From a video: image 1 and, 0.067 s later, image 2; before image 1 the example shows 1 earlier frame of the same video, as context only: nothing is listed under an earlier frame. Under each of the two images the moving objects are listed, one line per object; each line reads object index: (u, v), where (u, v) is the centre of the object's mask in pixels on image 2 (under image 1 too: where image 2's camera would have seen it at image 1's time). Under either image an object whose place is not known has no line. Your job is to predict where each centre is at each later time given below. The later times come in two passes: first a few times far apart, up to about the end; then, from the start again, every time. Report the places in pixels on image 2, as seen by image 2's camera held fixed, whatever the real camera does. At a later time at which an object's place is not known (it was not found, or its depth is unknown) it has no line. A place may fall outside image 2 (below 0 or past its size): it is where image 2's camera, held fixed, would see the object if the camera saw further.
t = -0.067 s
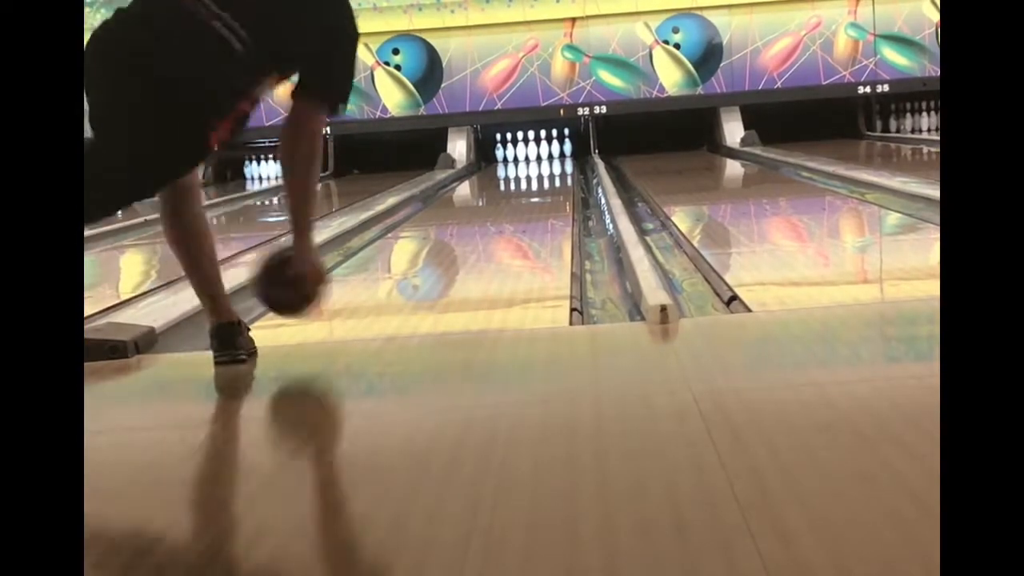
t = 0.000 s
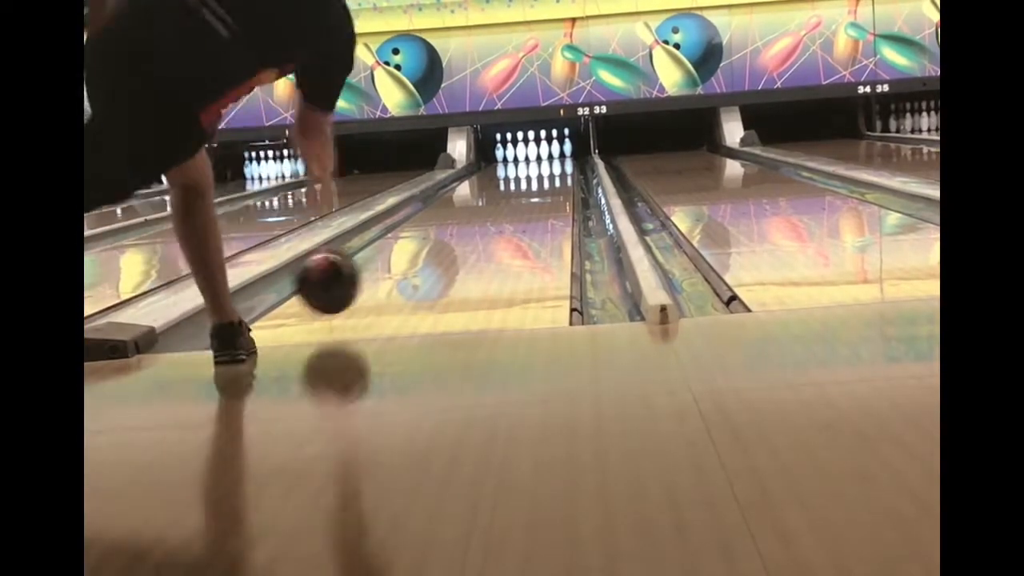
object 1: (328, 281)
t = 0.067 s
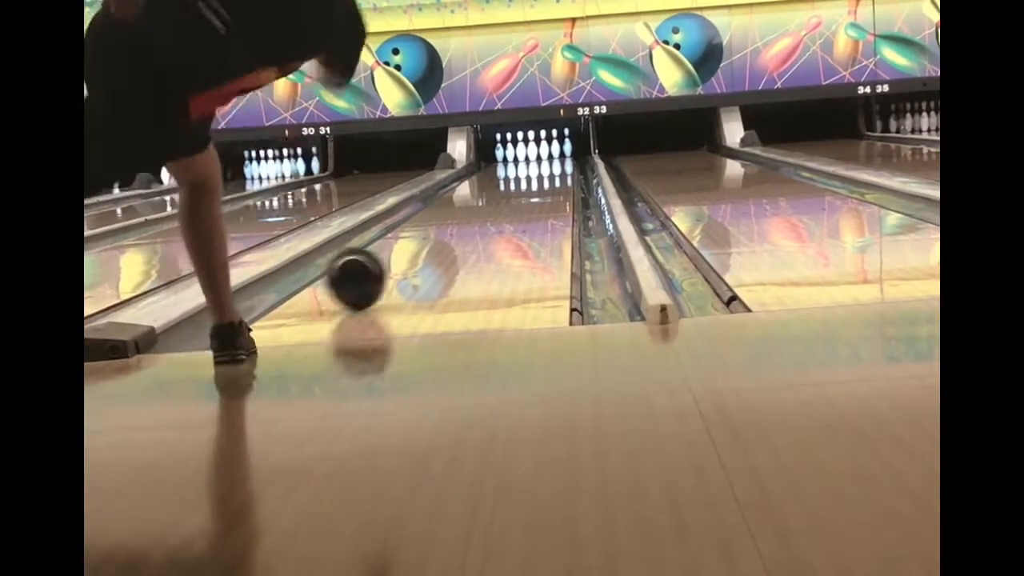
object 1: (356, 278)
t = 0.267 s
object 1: (417, 245)
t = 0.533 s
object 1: (470, 215)
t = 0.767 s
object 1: (498, 199)
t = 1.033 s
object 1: (522, 184)
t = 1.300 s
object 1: (539, 173)
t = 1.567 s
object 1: (551, 166)
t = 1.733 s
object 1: (556, 161)
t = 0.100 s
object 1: (368, 273)
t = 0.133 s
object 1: (379, 269)
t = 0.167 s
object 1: (385, 259)
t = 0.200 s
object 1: (402, 253)
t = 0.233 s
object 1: (407, 250)
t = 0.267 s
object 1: (417, 245)
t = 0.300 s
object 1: (425, 240)
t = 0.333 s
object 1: (432, 236)
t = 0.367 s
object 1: (438, 232)
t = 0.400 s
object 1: (444, 228)
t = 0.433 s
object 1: (452, 226)
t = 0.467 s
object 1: (457, 221)
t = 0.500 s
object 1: (462, 218)
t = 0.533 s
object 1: (470, 215)
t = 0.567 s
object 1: (473, 213)
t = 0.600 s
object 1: (477, 211)
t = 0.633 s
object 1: (483, 208)
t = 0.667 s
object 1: (487, 205)
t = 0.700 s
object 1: (491, 203)
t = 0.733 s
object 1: (495, 201)
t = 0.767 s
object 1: (498, 199)
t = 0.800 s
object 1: (501, 196)
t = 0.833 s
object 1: (505, 195)
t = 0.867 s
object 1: (509, 193)
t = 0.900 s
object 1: (511, 191)
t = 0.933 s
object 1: (515, 189)
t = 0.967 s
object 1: (517, 187)
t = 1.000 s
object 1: (520, 185)
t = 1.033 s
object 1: (522, 184)
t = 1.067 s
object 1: (524, 183)
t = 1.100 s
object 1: (527, 181)
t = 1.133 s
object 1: (529, 179)
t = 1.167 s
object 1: (531, 178)
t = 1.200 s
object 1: (533, 177)
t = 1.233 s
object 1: (535, 176)
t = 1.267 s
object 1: (537, 174)
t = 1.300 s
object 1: (539, 173)
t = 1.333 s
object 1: (540, 172)
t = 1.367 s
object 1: (542, 172)
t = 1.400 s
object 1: (543, 171)
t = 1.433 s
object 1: (545, 169)
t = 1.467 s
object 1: (546, 169)
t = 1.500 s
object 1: (548, 168)
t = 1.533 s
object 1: (550, 167)
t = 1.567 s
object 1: (551, 166)
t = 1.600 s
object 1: (552, 165)
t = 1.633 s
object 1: (552, 164)
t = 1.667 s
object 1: (554, 163)
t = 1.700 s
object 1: (555, 162)
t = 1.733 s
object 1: (556, 161)
